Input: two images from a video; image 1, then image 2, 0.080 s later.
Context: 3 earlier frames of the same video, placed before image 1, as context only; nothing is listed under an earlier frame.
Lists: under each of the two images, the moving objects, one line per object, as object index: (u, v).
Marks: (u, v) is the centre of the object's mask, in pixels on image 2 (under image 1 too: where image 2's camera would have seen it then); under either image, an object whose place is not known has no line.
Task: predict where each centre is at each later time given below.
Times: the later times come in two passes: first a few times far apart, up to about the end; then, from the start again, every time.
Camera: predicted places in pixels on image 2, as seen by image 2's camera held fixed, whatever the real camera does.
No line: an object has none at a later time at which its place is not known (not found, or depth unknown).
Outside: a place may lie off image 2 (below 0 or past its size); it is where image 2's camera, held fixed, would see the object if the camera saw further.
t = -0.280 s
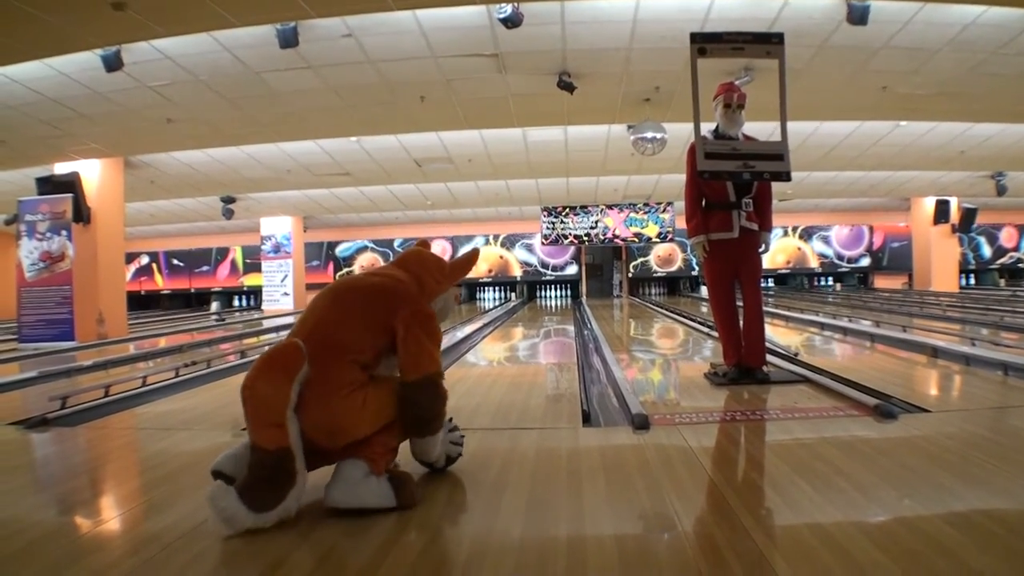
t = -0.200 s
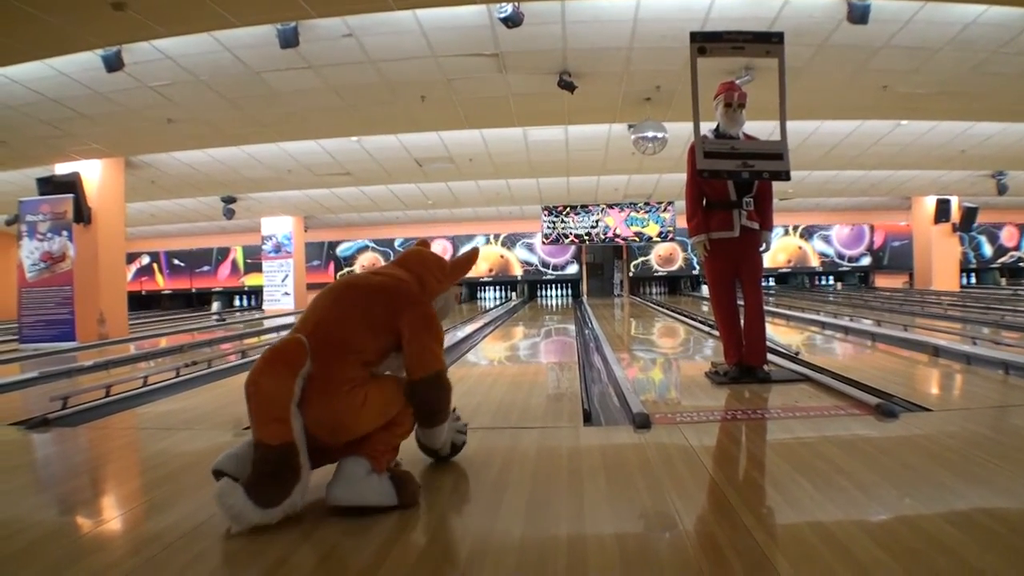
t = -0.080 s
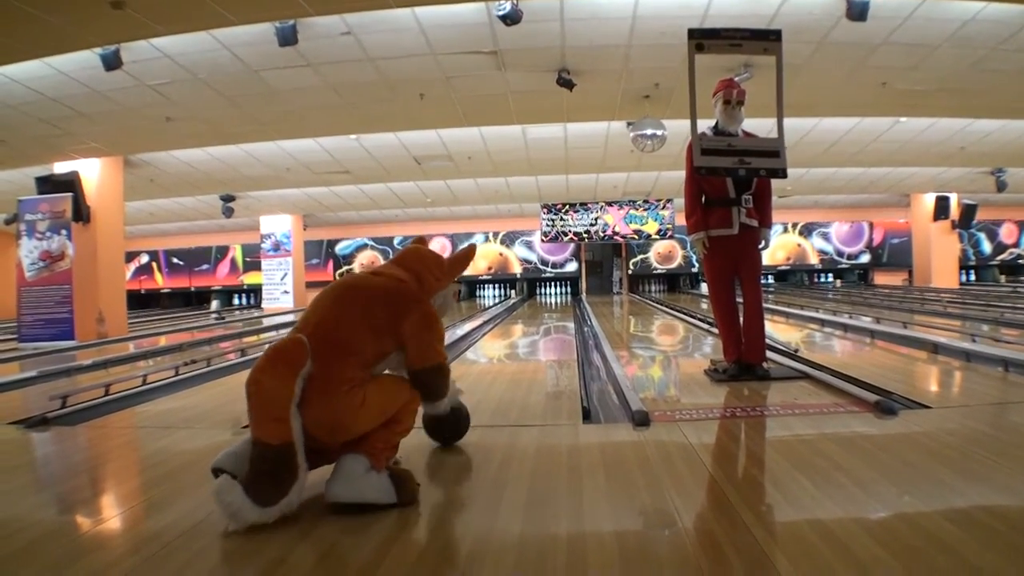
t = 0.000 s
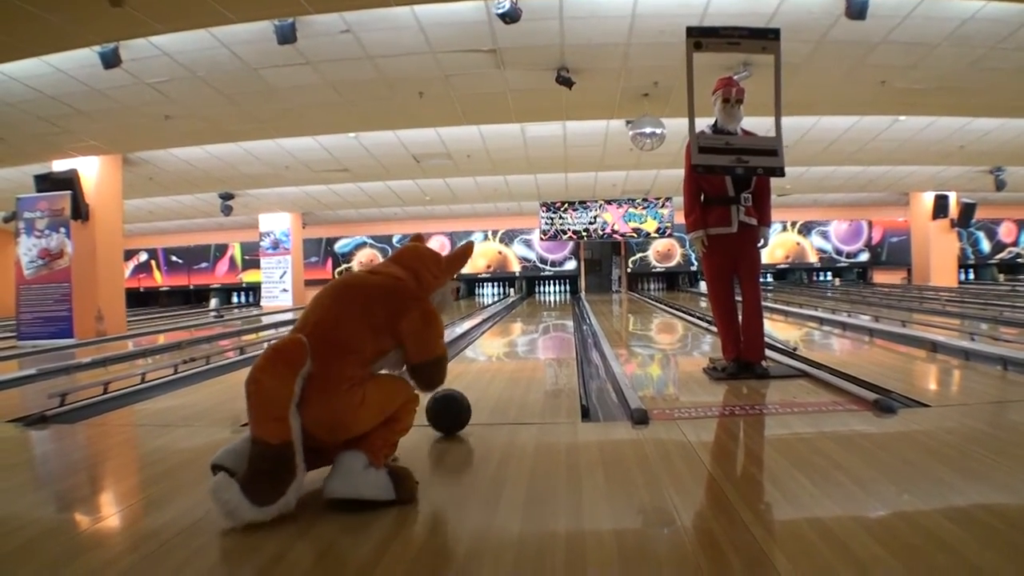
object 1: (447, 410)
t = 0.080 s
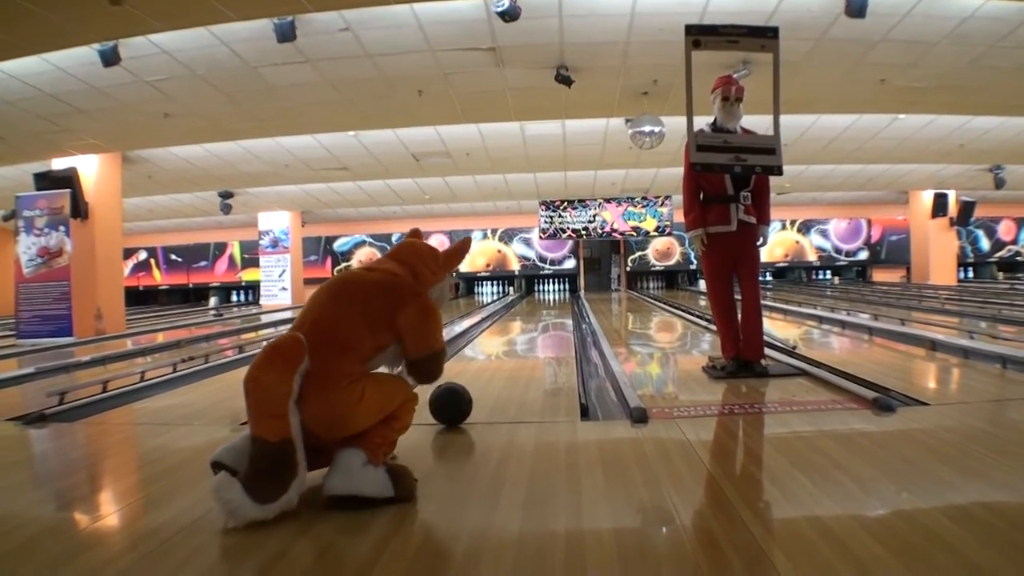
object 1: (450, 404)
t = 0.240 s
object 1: (455, 394)
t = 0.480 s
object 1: (460, 382)
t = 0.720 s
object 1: (463, 373)
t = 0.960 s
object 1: (466, 366)
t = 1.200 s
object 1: (469, 359)
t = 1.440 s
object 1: (470, 353)
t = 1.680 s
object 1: (471, 347)
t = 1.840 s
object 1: (473, 345)
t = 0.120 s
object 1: (452, 401)
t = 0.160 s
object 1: (453, 399)
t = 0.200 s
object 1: (454, 396)
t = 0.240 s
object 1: (455, 394)
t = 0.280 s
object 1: (456, 392)
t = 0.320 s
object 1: (457, 390)
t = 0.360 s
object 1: (458, 388)
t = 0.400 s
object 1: (458, 386)
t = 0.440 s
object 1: (459, 384)
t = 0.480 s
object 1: (460, 382)
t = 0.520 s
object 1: (460, 381)
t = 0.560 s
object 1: (461, 379)
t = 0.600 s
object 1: (461, 378)
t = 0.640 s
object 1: (462, 376)
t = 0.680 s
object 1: (462, 375)
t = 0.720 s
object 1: (463, 373)
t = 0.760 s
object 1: (463, 372)
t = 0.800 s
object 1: (464, 371)
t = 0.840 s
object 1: (465, 369)
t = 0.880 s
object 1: (465, 368)
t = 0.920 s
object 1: (466, 367)
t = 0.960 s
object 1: (466, 366)
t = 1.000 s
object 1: (467, 365)
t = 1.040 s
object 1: (467, 364)
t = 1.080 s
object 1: (468, 362)
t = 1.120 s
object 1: (468, 361)
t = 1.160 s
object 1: (468, 360)
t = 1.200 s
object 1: (469, 359)
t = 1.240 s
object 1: (469, 358)
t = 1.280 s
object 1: (469, 357)
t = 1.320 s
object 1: (469, 356)
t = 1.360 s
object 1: (470, 355)
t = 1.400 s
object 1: (470, 354)
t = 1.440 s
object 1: (470, 353)
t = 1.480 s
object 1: (470, 352)
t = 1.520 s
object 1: (470, 351)
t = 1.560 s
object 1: (470, 350)
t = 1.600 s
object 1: (471, 349)
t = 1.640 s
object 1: (471, 348)
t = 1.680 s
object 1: (471, 347)
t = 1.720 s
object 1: (472, 347)
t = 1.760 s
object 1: (472, 346)
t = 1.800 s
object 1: (472, 345)
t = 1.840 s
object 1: (473, 345)
